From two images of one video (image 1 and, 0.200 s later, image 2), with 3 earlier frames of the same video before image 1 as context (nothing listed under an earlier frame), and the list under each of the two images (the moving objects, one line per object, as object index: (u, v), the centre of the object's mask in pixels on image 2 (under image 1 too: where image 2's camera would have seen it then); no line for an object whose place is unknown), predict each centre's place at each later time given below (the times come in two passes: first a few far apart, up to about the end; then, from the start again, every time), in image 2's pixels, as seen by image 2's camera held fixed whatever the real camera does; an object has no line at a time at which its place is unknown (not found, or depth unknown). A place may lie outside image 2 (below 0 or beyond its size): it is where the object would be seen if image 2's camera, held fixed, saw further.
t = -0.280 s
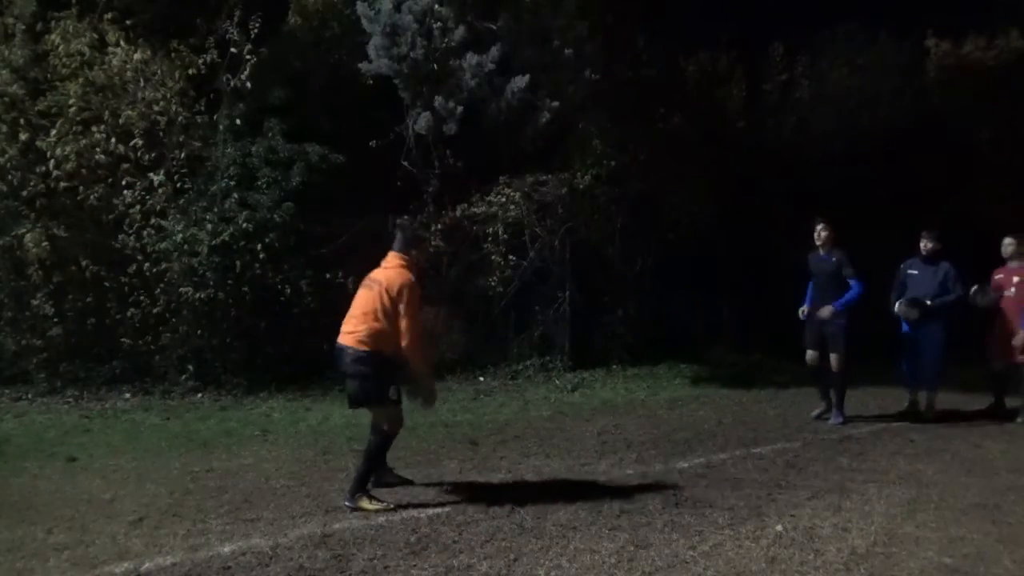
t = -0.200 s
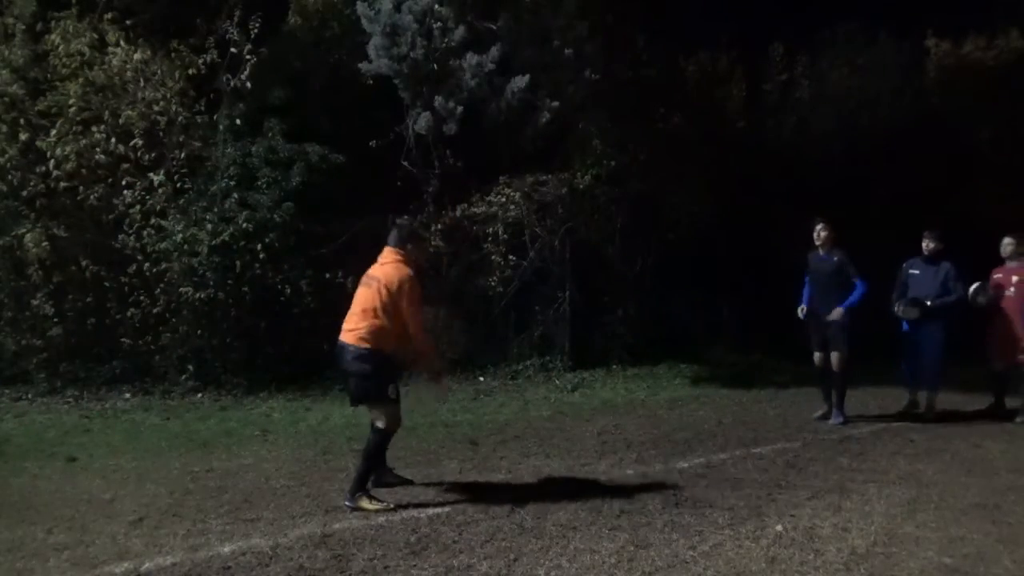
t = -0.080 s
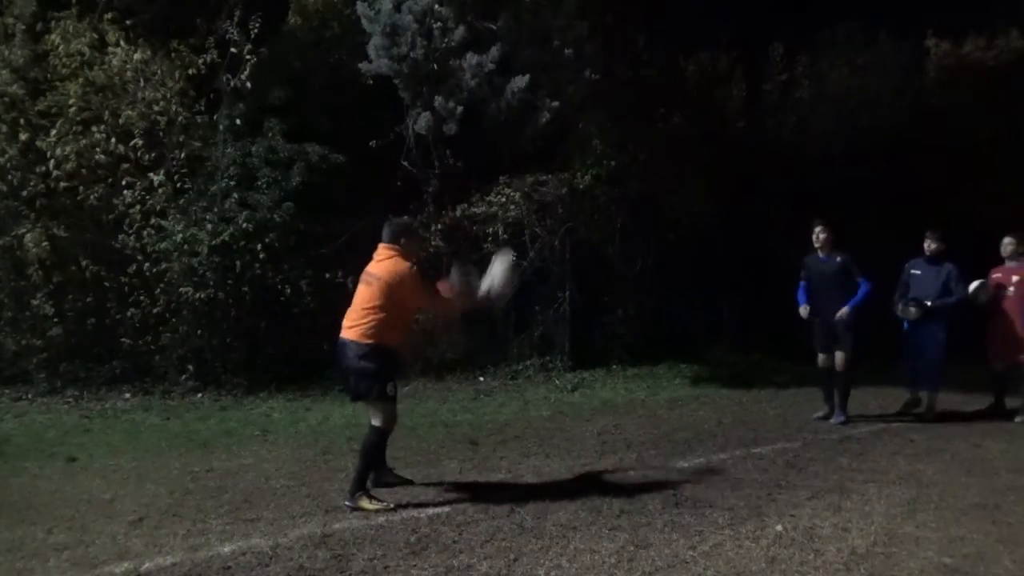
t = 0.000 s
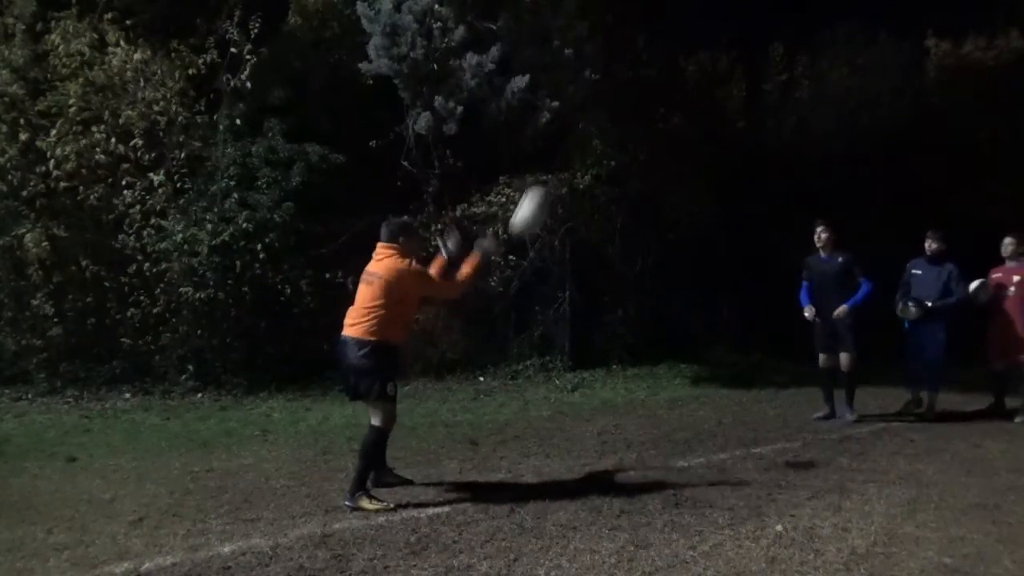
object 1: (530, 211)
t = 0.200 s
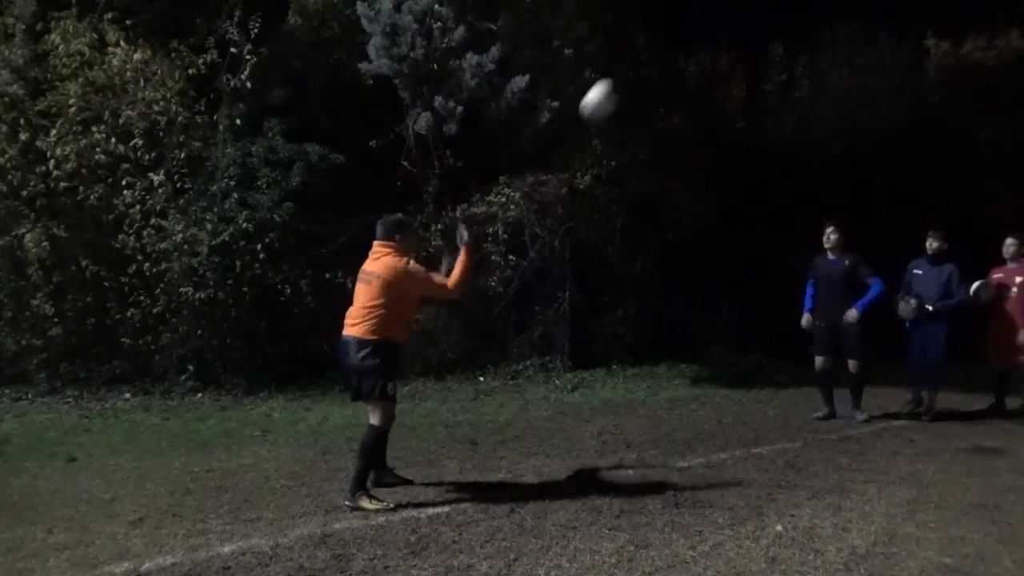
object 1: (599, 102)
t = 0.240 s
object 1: (612, 86)
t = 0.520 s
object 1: (695, 54)
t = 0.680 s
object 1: (737, 82)
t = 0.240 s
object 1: (612, 86)
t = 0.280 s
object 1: (624, 74)
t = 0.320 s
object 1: (637, 65)
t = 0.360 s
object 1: (649, 59)
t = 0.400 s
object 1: (661, 54)
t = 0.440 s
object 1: (673, 52)
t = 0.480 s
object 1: (684, 52)
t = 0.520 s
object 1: (695, 54)
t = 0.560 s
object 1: (706, 58)
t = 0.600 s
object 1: (716, 64)
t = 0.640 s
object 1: (727, 71)
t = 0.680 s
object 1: (737, 82)
